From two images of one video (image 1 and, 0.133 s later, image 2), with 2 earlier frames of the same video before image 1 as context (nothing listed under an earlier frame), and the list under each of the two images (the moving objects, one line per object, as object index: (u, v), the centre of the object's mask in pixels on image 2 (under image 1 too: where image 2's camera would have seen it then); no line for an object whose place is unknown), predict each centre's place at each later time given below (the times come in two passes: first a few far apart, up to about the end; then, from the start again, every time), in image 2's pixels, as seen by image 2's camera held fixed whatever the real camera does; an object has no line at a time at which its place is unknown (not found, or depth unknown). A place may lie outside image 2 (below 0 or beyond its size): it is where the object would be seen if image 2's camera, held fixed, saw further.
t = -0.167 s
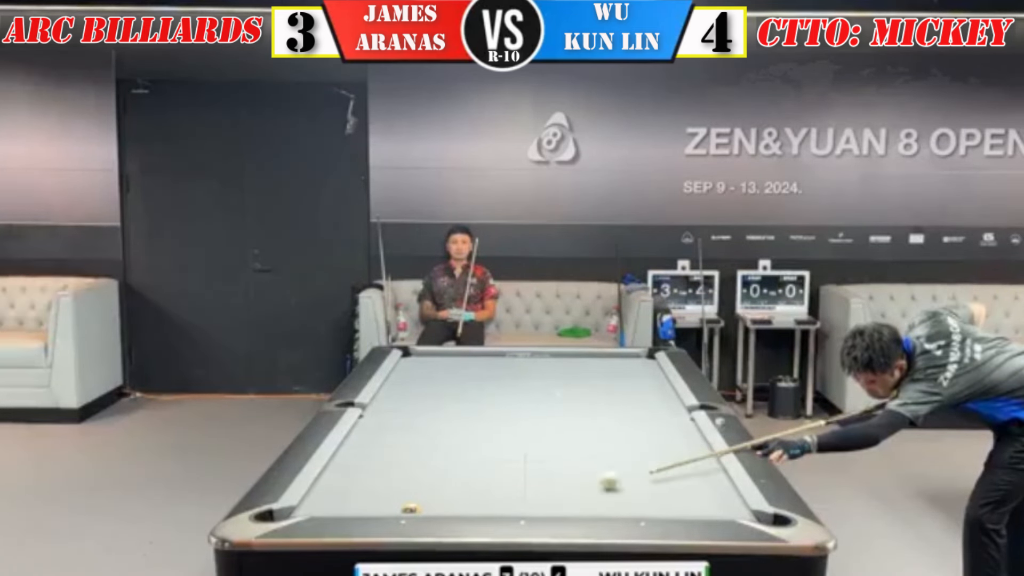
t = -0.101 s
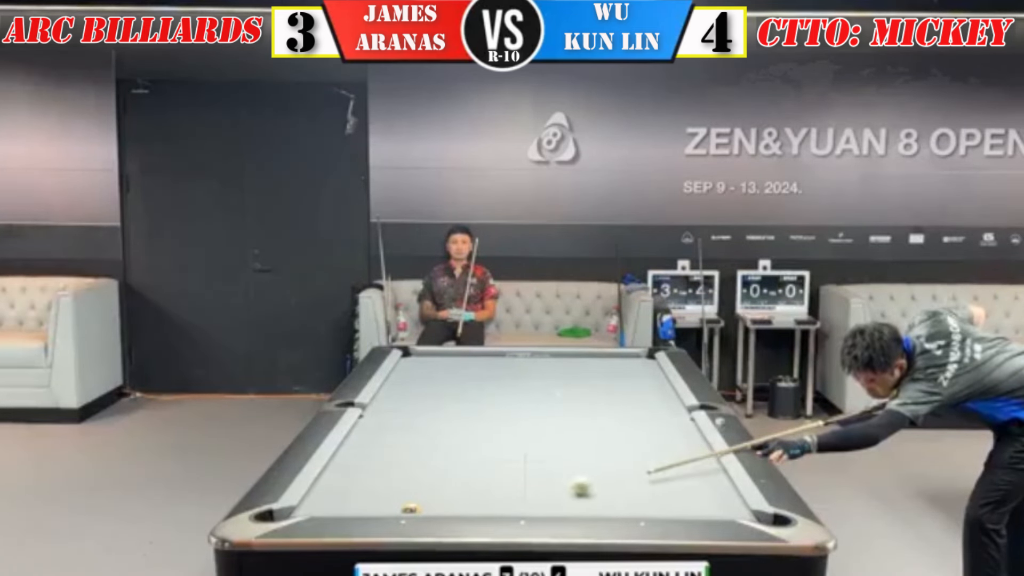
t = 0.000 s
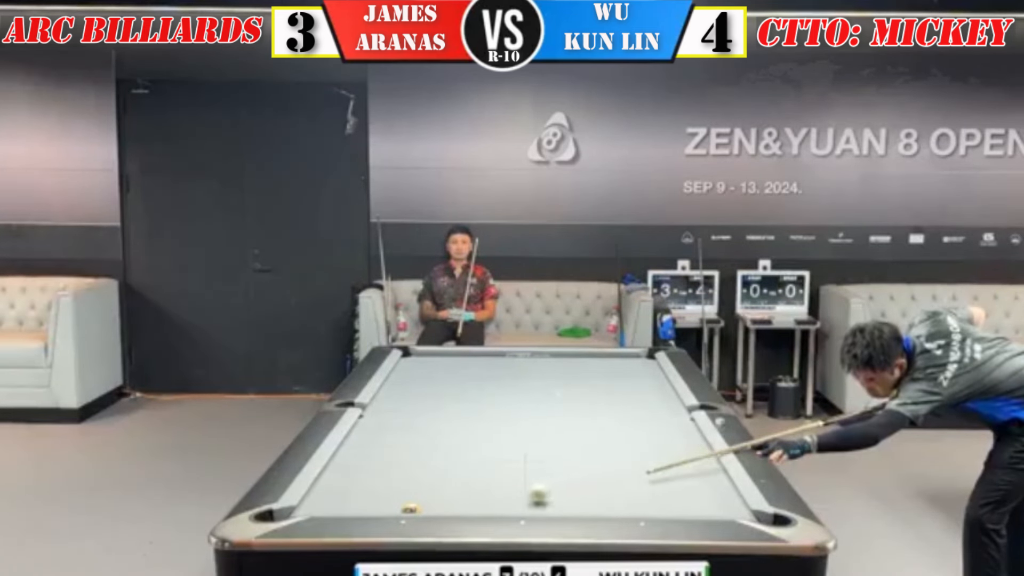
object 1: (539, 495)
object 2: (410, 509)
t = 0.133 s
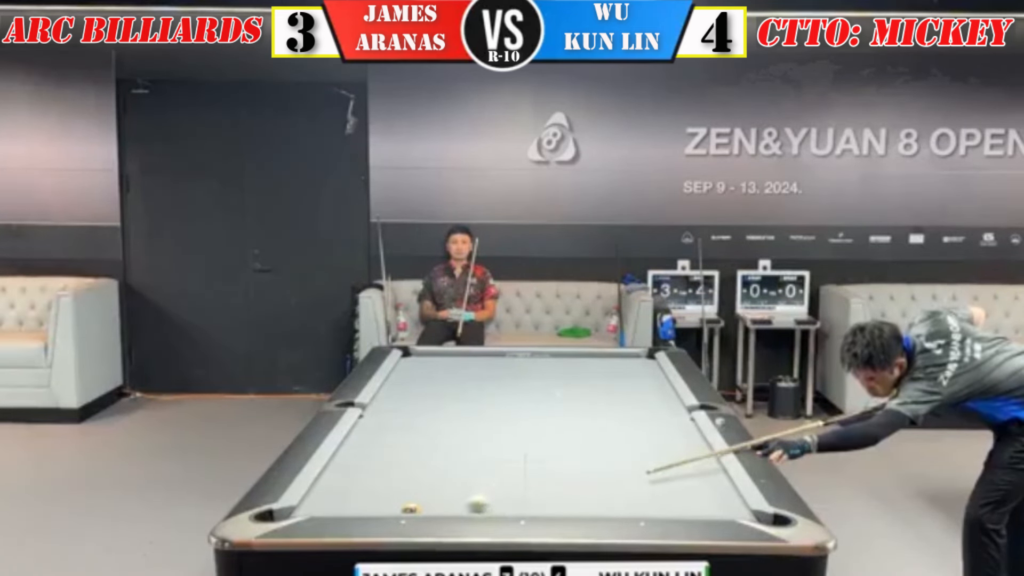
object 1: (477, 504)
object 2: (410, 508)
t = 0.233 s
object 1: (431, 508)
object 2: (409, 508)
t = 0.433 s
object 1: (413, 501)
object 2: (332, 509)
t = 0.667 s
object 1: (390, 490)
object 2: (285, 513)
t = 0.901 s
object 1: (370, 479)
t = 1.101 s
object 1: (354, 472)
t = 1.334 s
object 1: (336, 463)
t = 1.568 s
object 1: (350, 457)
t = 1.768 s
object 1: (364, 452)
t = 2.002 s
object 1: (376, 448)
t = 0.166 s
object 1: (461, 505)
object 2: (410, 509)
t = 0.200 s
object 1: (445, 507)
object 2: (410, 509)
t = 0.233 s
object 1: (431, 508)
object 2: (409, 508)
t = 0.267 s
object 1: (429, 506)
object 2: (385, 509)
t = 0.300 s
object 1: (427, 505)
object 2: (374, 509)
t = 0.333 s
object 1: (424, 504)
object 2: (364, 509)
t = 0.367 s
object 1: (420, 503)
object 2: (354, 509)
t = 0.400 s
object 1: (416, 502)
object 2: (344, 508)
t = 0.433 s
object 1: (413, 501)
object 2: (332, 509)
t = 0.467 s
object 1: (410, 499)
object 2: (323, 508)
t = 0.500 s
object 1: (407, 498)
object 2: (318, 508)
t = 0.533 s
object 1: (403, 496)
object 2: (310, 510)
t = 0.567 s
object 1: (400, 494)
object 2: (297, 510)
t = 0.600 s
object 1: (396, 492)
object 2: (290, 511)
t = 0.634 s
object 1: (393, 491)
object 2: (286, 512)
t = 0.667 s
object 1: (390, 490)
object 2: (285, 513)
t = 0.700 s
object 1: (387, 488)
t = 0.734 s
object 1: (384, 487)
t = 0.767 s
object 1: (381, 486)
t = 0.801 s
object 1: (378, 484)
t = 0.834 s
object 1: (376, 483)
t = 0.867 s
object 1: (373, 481)
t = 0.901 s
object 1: (370, 479)
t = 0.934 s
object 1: (367, 478)
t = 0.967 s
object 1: (365, 476)
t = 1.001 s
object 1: (362, 475)
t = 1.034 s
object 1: (359, 474)
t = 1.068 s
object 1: (357, 473)
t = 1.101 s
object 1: (354, 472)
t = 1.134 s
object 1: (352, 471)
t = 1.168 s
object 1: (349, 470)
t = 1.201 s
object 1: (346, 468)
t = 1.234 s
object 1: (345, 467)
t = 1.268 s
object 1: (342, 466)
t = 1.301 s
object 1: (339, 465)
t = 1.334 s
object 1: (336, 463)
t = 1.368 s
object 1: (336, 463)
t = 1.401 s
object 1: (339, 461)
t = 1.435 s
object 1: (341, 460)
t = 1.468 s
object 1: (343, 459)
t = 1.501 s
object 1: (345, 459)
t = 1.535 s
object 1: (348, 458)
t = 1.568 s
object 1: (350, 457)
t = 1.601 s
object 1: (353, 455)
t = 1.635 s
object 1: (355, 456)
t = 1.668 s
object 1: (357, 455)
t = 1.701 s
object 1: (359, 454)
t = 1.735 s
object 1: (361, 454)
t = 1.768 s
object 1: (364, 452)
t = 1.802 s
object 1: (365, 451)
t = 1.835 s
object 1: (367, 451)
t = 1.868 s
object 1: (369, 450)
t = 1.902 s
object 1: (371, 450)
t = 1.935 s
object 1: (373, 449)
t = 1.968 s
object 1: (374, 449)
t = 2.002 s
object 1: (376, 448)
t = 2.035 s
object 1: (377, 447)
